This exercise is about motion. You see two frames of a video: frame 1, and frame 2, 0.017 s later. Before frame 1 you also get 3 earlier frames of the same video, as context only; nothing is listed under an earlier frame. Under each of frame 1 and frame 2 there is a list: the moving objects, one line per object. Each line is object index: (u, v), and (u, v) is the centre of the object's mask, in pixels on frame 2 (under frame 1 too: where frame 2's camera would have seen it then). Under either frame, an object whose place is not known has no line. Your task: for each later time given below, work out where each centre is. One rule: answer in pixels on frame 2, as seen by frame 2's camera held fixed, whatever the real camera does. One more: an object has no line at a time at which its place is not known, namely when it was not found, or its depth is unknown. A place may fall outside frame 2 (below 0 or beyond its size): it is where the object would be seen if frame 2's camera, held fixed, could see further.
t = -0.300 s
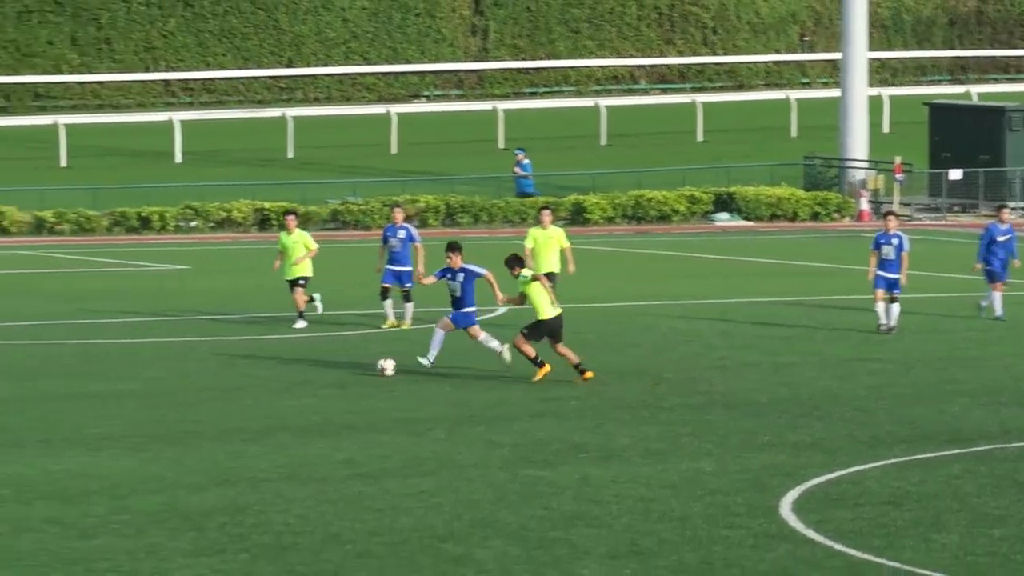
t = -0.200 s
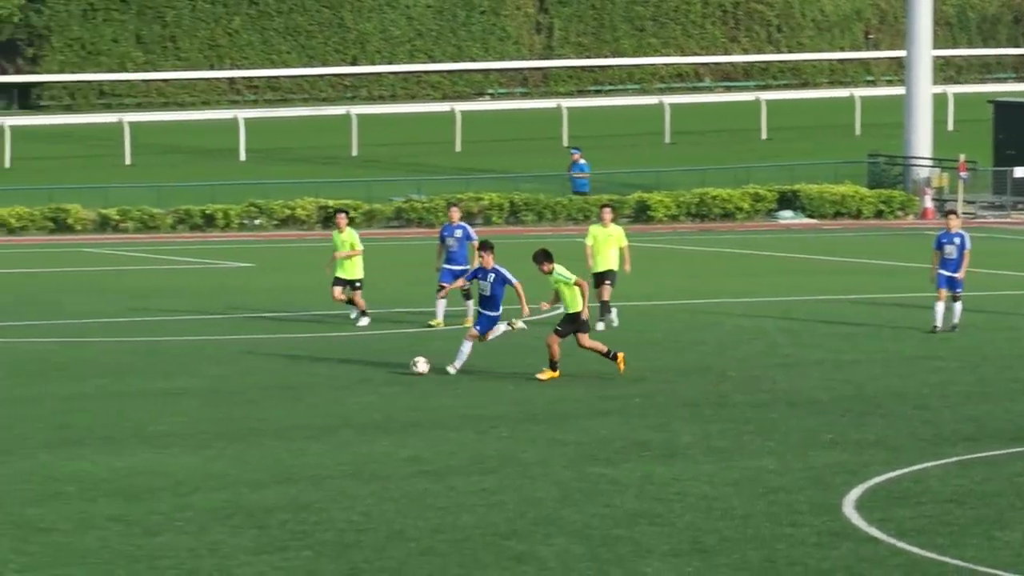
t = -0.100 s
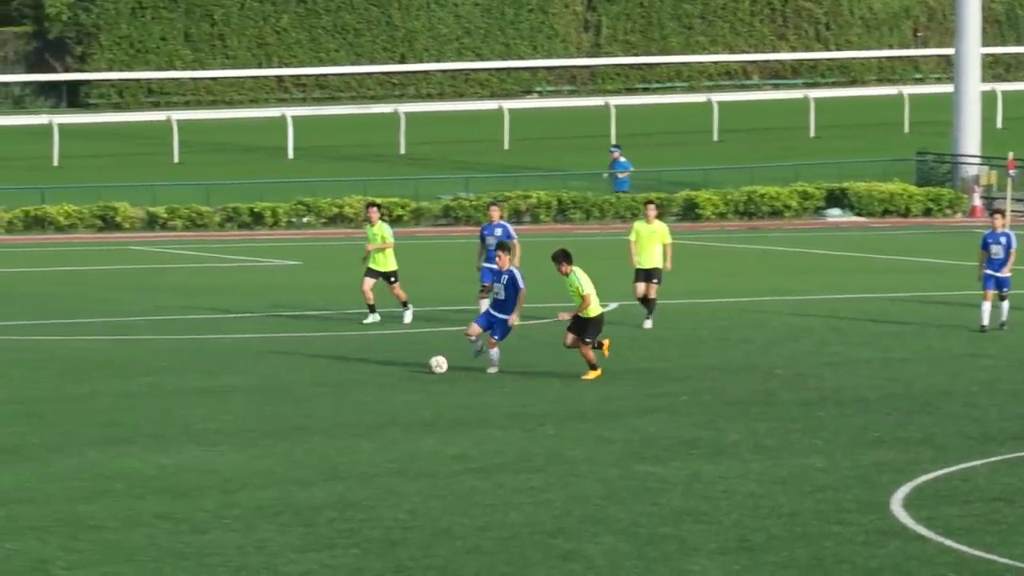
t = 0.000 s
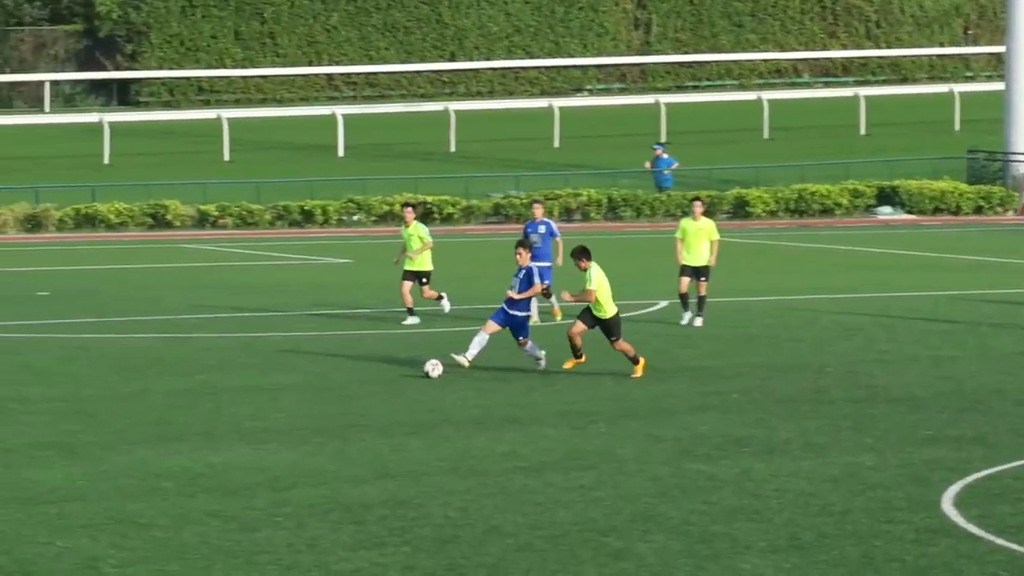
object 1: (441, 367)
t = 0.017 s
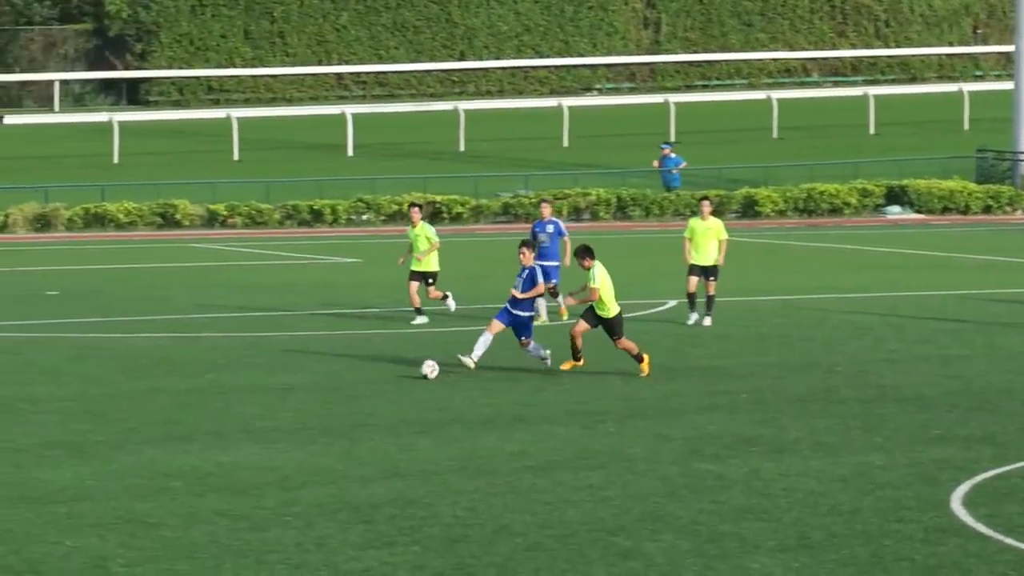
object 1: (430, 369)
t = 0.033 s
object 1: (417, 370)
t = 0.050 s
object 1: (404, 371)
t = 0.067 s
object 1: (391, 373)
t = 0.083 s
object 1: (378, 375)
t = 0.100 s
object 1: (366, 377)
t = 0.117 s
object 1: (353, 380)
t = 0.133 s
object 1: (340, 382)
